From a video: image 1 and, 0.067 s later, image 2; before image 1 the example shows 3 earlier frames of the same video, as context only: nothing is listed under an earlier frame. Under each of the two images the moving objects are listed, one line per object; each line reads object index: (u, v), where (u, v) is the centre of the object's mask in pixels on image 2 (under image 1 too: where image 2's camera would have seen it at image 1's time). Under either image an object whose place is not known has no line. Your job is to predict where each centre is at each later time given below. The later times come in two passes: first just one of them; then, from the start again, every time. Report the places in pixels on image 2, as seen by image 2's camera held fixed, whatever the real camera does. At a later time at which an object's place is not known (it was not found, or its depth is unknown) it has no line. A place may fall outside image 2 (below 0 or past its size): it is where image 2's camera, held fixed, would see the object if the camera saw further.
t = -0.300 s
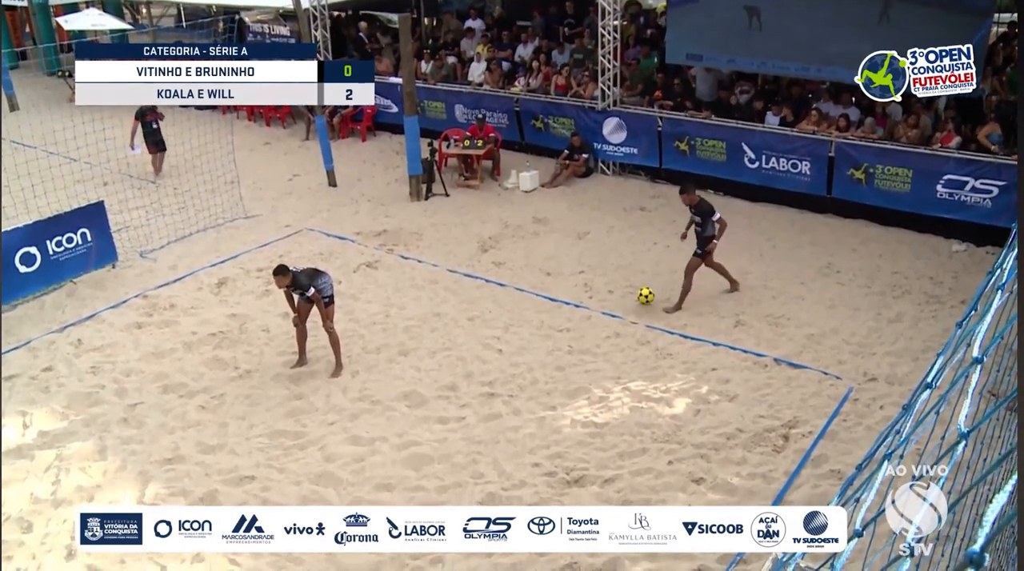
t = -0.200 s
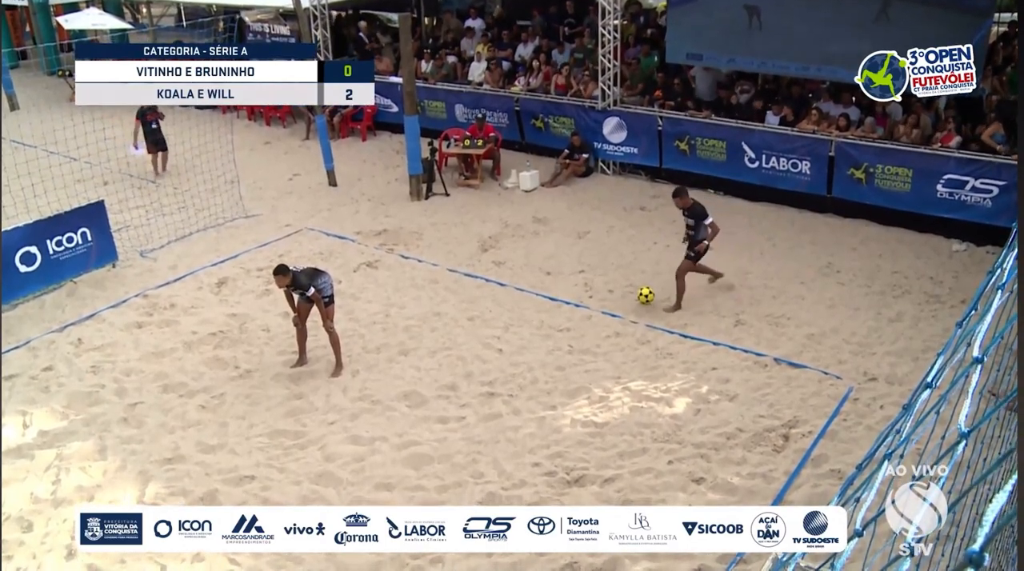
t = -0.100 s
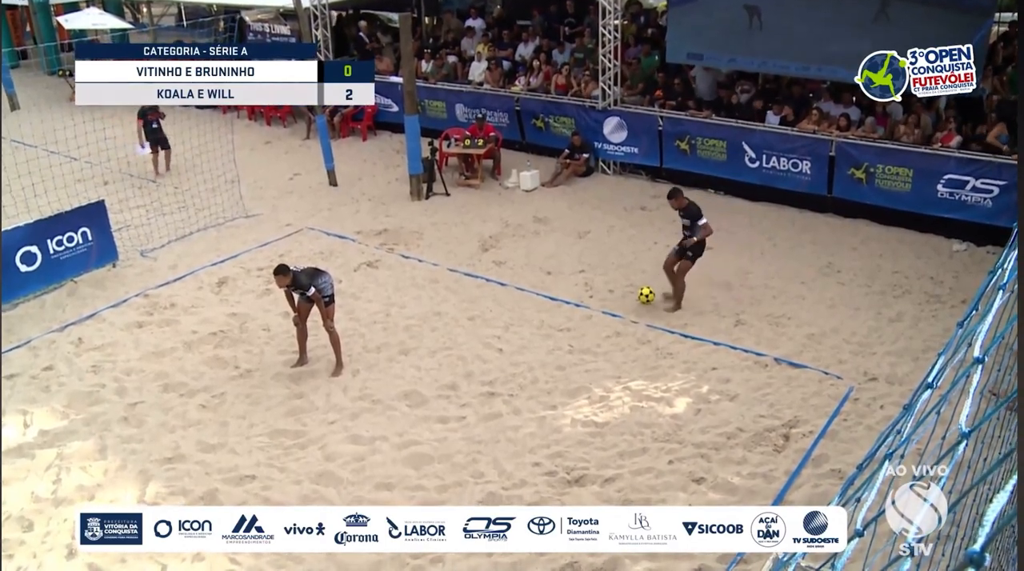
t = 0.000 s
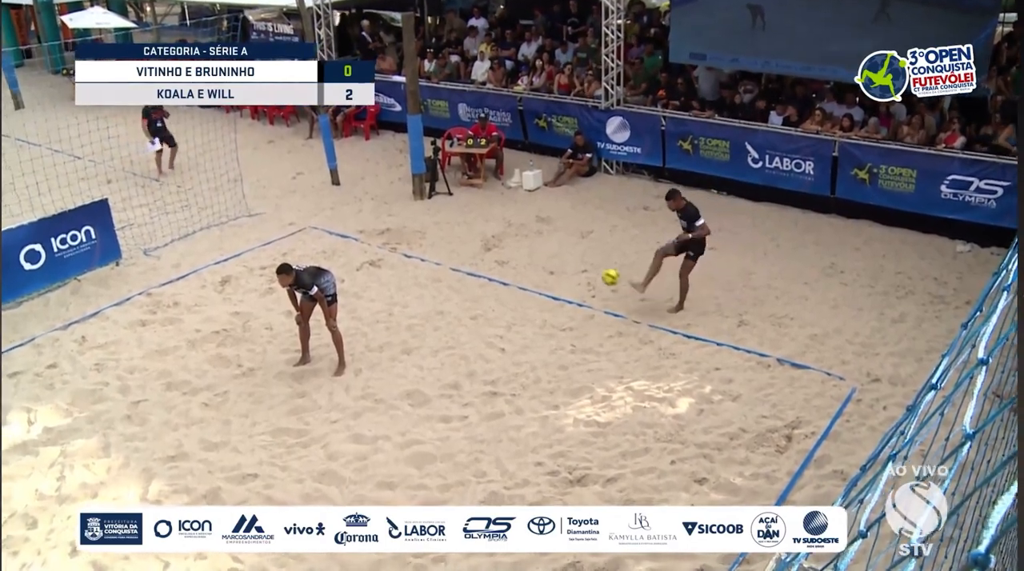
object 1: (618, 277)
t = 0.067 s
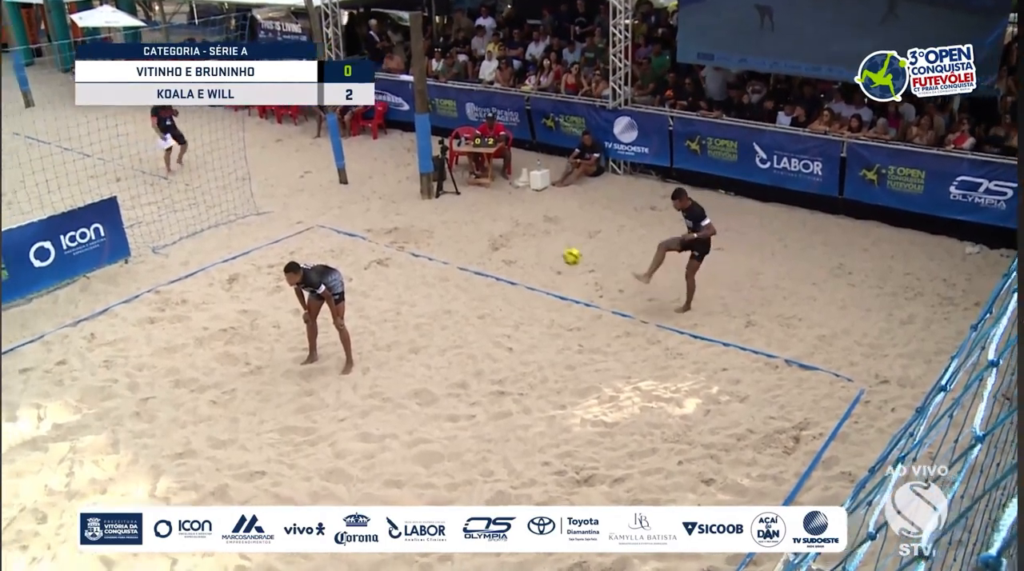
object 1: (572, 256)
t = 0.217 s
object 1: (453, 215)
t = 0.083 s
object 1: (559, 251)
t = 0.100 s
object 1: (547, 246)
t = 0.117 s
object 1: (534, 242)
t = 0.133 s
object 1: (522, 237)
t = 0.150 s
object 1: (508, 233)
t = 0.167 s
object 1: (495, 228)
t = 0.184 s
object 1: (481, 223)
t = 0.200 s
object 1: (467, 219)
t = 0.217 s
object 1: (453, 215)
